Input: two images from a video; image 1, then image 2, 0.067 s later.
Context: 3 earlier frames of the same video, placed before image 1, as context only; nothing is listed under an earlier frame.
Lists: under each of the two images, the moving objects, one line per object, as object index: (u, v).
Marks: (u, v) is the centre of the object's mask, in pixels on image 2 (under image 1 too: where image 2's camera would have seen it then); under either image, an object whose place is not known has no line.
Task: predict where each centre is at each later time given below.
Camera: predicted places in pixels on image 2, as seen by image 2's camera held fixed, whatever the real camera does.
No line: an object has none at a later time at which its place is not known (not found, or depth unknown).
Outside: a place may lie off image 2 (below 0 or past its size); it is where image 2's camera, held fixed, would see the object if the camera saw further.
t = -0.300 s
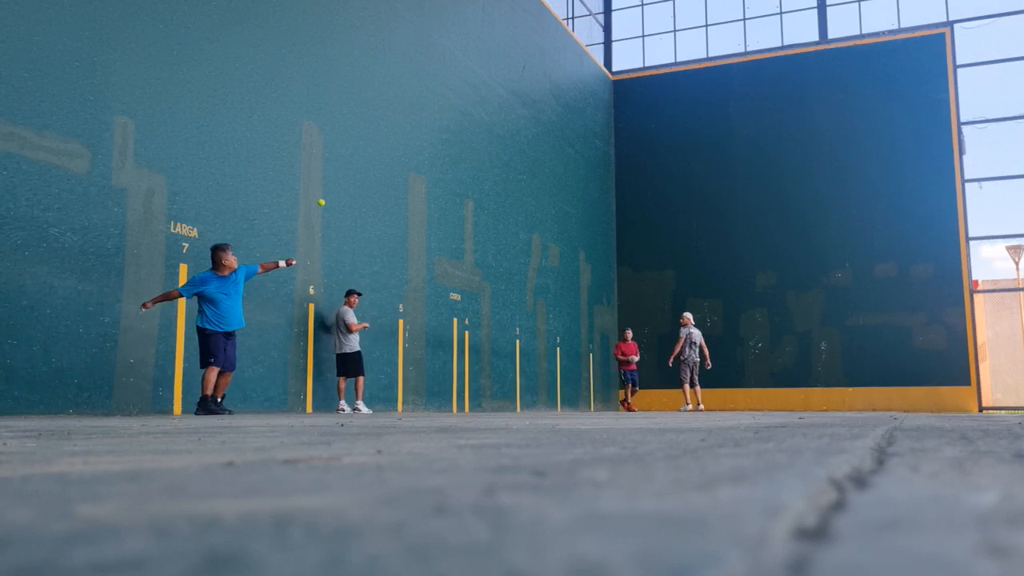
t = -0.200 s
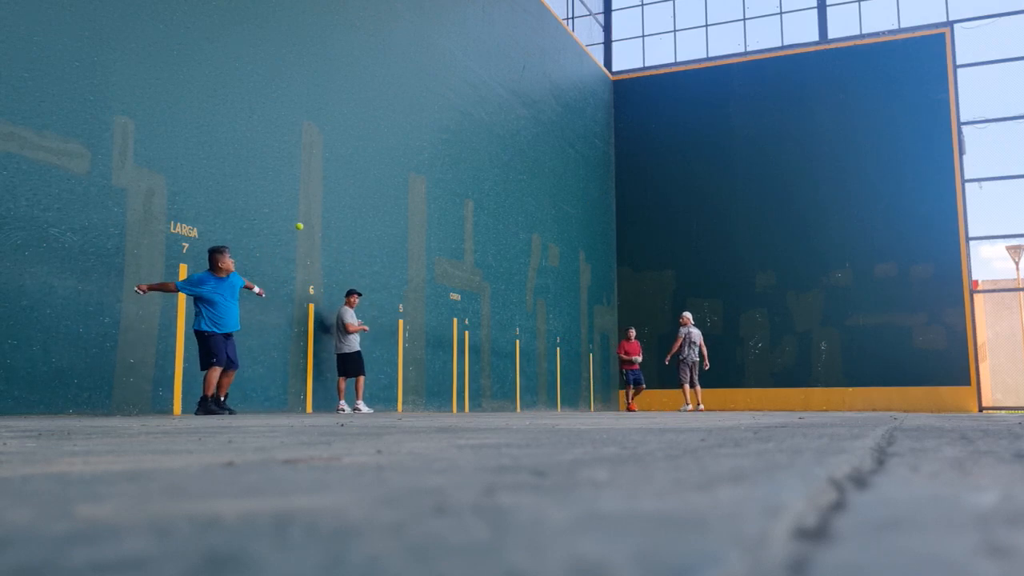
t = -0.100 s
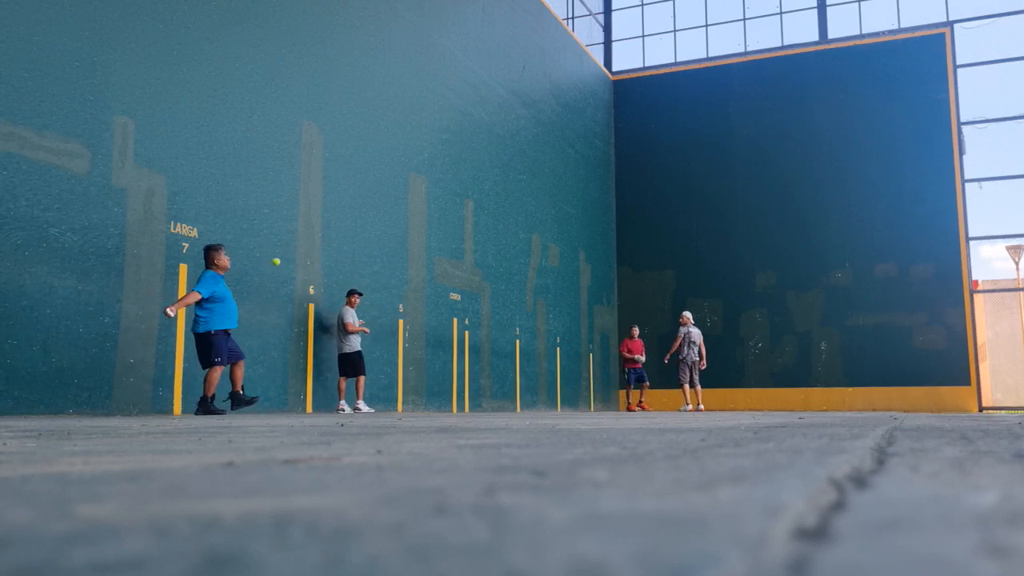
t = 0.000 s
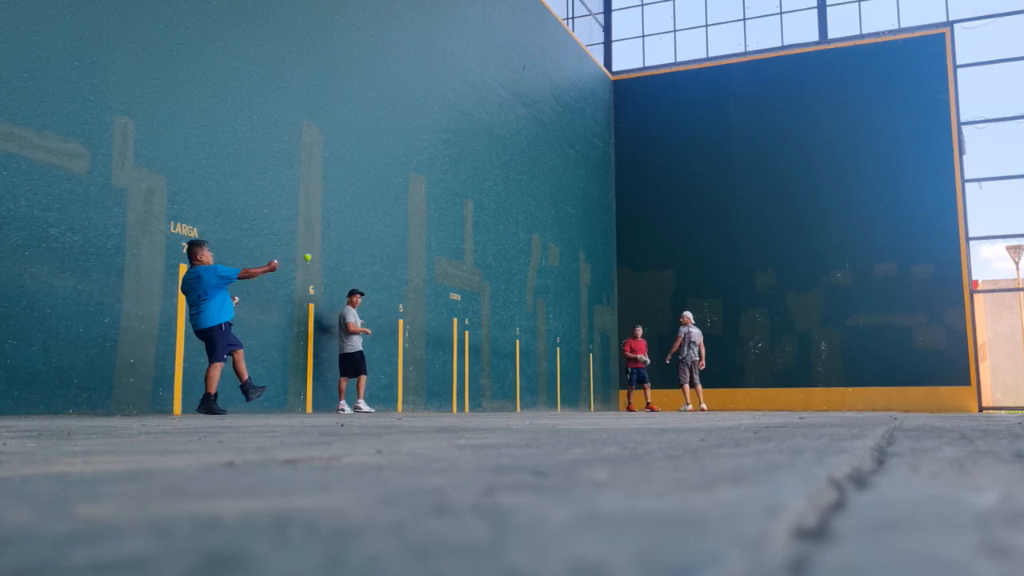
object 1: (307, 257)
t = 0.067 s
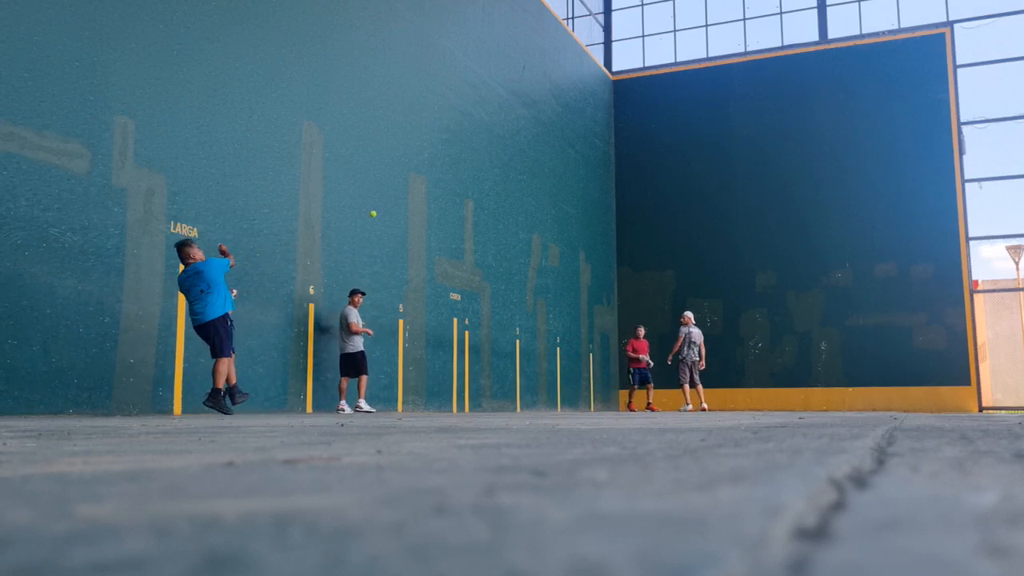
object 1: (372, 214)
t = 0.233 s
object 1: (478, 156)
